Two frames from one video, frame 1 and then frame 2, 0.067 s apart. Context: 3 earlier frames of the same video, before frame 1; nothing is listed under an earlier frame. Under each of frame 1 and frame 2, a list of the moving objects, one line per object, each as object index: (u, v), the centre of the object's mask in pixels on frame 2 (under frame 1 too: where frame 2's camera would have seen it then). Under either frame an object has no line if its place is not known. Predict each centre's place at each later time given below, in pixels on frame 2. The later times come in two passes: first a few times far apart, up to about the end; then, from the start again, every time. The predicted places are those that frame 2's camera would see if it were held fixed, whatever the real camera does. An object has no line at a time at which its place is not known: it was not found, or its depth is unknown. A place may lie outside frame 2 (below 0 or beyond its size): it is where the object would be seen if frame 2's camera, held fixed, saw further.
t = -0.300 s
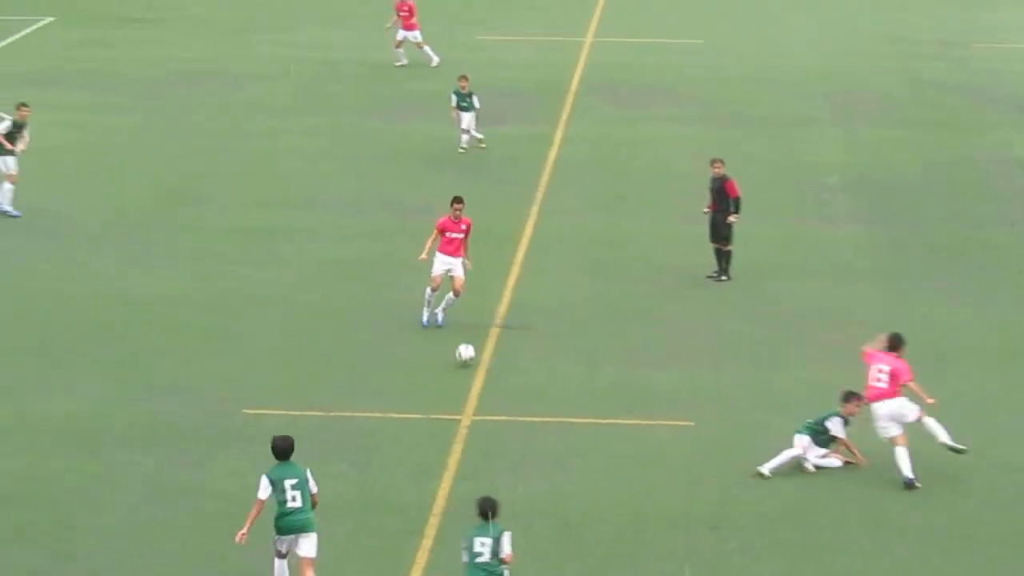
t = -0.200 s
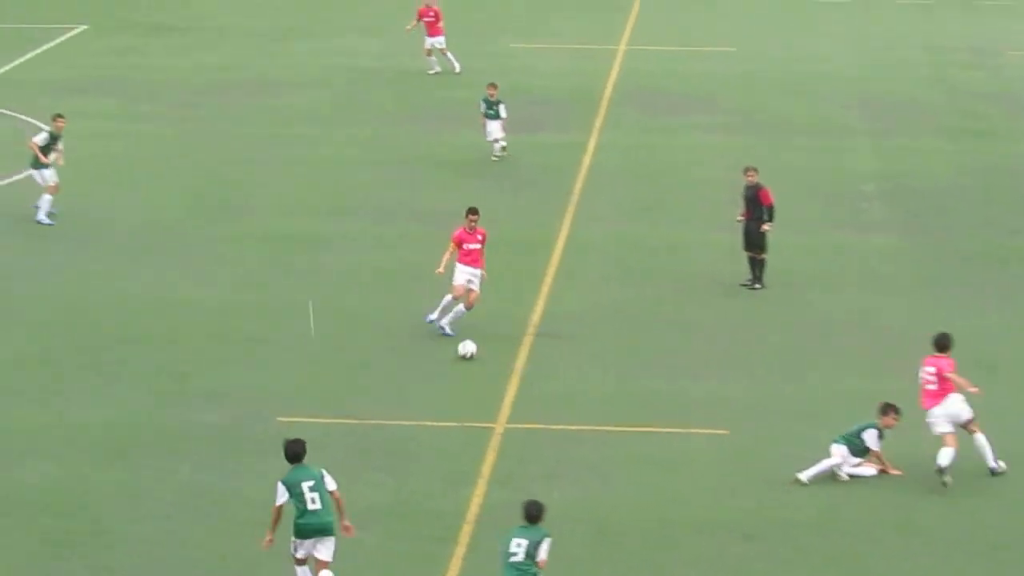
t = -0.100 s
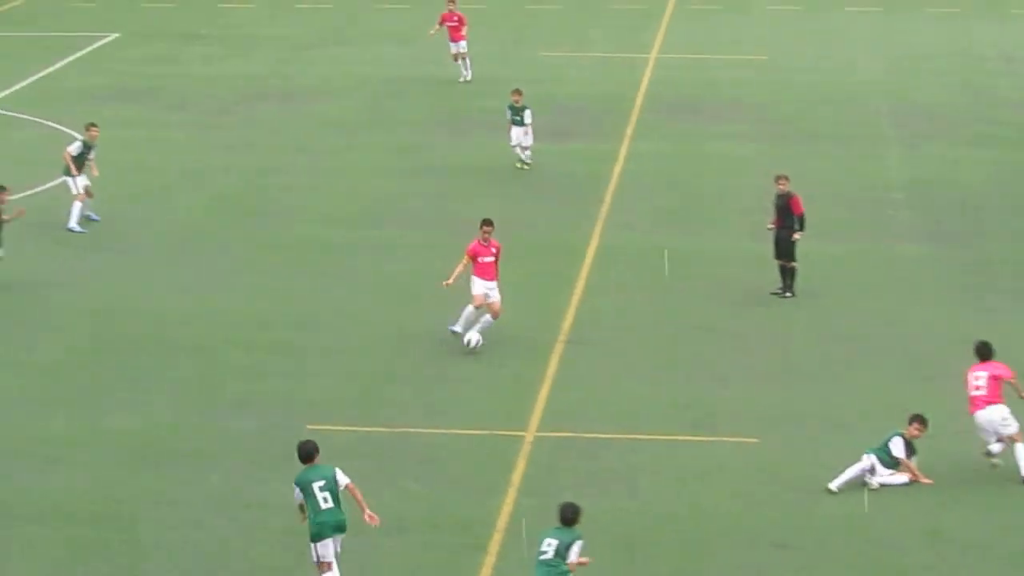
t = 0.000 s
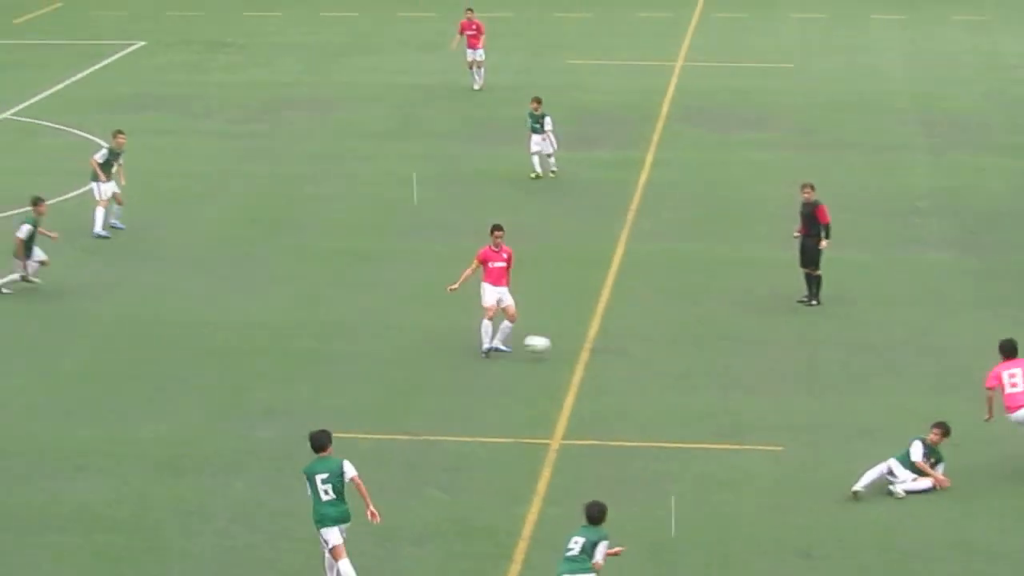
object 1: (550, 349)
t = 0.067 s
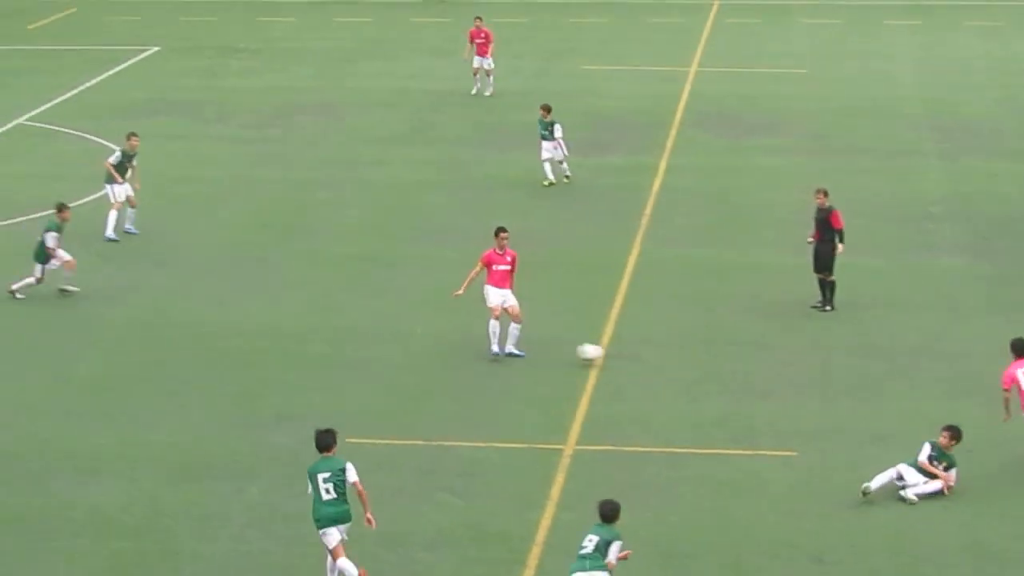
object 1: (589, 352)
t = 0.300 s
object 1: (713, 353)
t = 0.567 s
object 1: (824, 357)
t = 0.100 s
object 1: (610, 355)
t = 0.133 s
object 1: (628, 357)
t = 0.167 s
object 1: (645, 354)
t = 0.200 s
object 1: (662, 352)
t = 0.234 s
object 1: (679, 351)
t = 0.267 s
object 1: (696, 352)
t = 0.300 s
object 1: (713, 353)
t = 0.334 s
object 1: (730, 356)
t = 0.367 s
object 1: (746, 358)
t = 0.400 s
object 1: (759, 355)
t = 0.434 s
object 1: (772, 354)
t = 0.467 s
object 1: (785, 353)
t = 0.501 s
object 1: (799, 353)
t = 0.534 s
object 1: (812, 355)
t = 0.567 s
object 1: (824, 357)
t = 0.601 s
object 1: (835, 356)
